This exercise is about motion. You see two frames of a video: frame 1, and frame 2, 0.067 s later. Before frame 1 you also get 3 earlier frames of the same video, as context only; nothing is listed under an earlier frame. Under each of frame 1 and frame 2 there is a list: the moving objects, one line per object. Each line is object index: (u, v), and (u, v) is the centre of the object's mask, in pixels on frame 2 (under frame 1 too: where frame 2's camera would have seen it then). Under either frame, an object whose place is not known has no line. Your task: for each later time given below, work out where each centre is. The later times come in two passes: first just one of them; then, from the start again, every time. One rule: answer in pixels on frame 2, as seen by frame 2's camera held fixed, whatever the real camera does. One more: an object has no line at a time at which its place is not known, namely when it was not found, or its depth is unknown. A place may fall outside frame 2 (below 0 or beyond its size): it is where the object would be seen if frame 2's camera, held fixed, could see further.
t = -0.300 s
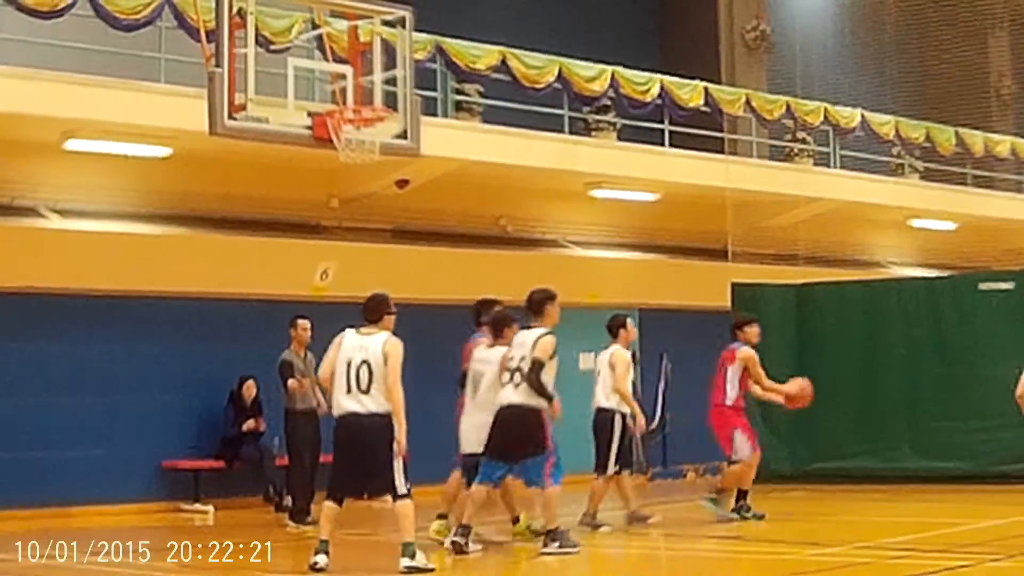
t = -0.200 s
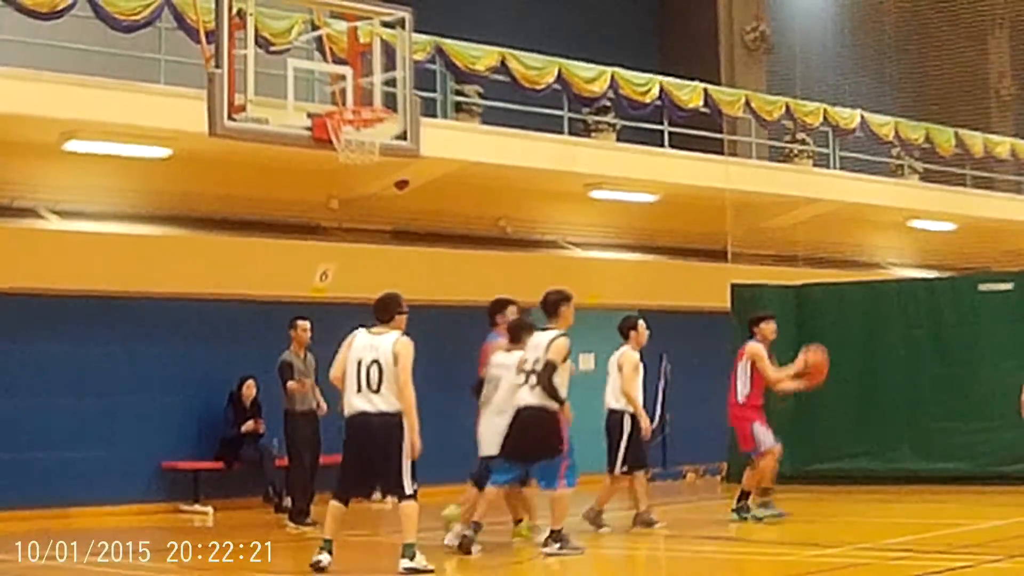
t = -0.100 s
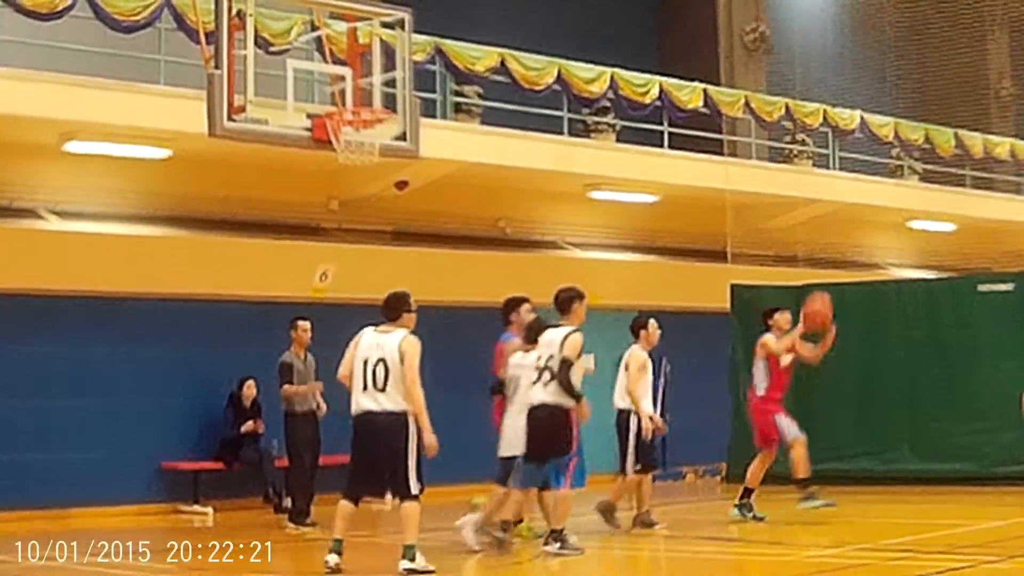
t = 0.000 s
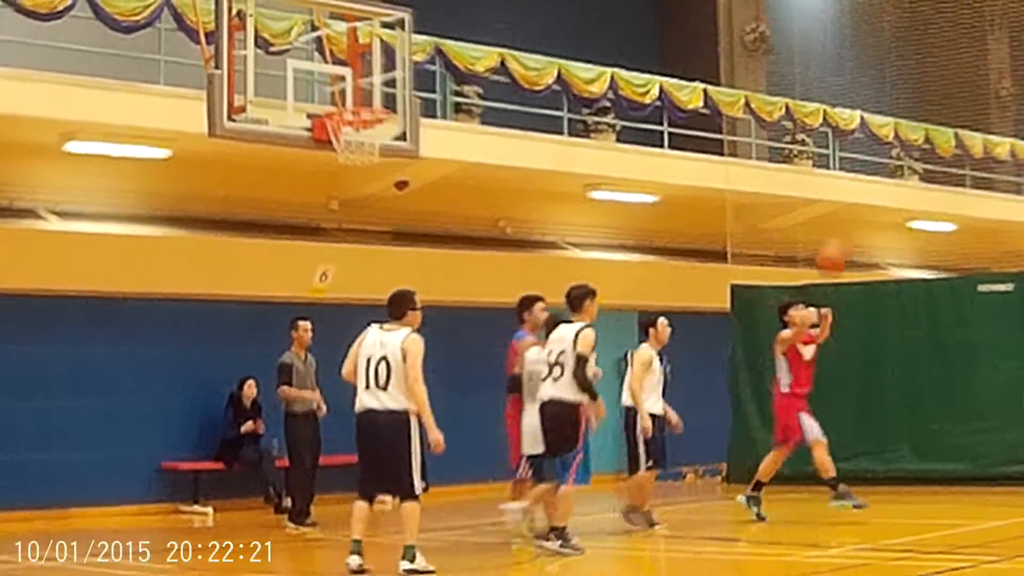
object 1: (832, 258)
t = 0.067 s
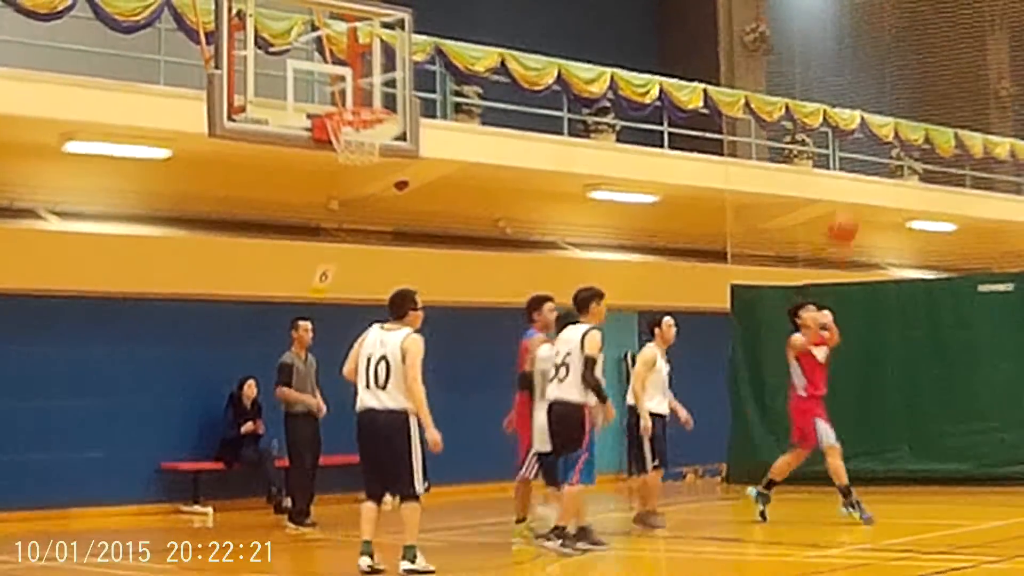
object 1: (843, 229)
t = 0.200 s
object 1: (866, 177)
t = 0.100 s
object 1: (847, 217)
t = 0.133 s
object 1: (853, 203)
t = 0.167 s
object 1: (860, 188)
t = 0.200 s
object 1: (866, 177)
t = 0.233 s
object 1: (873, 167)
